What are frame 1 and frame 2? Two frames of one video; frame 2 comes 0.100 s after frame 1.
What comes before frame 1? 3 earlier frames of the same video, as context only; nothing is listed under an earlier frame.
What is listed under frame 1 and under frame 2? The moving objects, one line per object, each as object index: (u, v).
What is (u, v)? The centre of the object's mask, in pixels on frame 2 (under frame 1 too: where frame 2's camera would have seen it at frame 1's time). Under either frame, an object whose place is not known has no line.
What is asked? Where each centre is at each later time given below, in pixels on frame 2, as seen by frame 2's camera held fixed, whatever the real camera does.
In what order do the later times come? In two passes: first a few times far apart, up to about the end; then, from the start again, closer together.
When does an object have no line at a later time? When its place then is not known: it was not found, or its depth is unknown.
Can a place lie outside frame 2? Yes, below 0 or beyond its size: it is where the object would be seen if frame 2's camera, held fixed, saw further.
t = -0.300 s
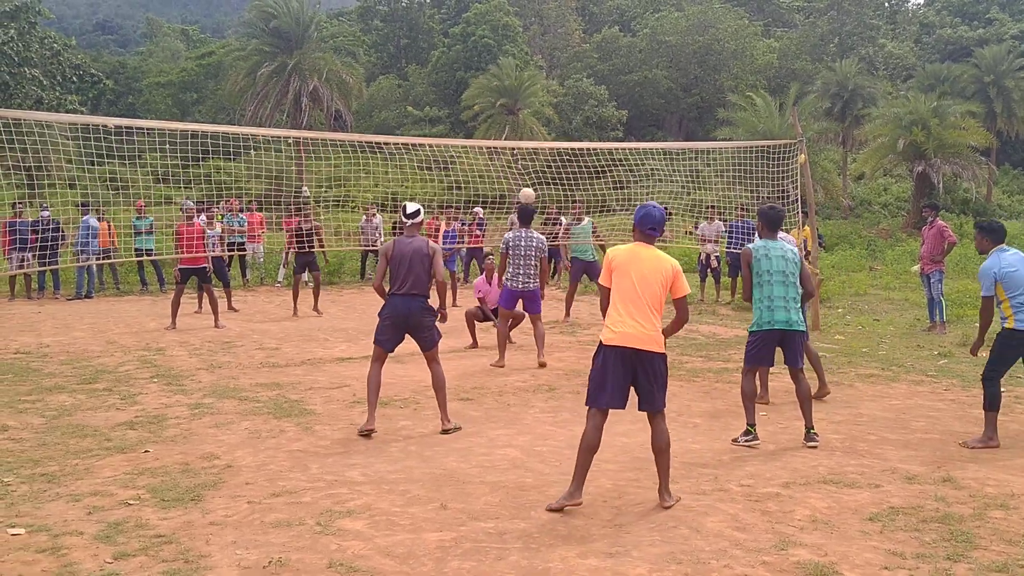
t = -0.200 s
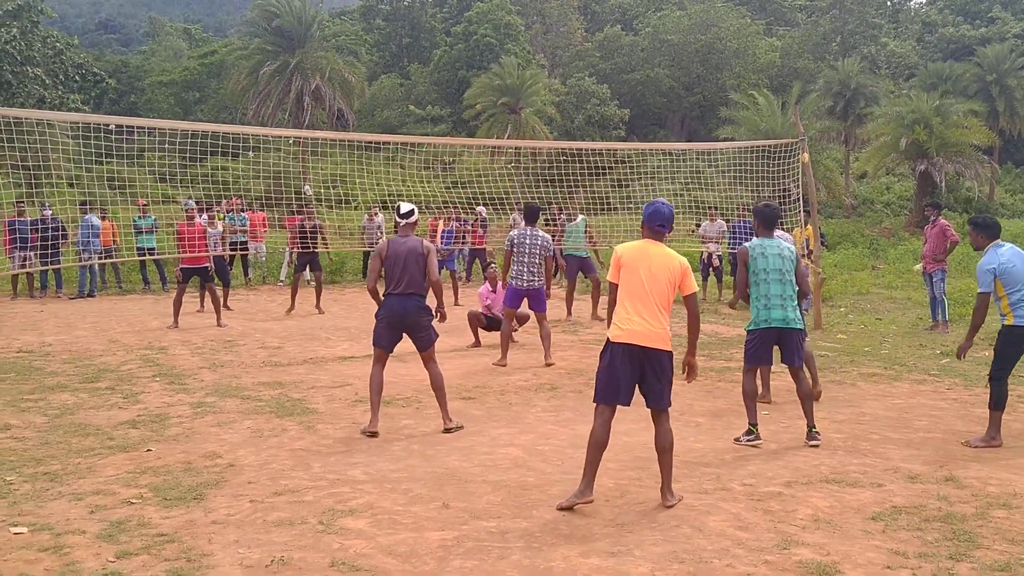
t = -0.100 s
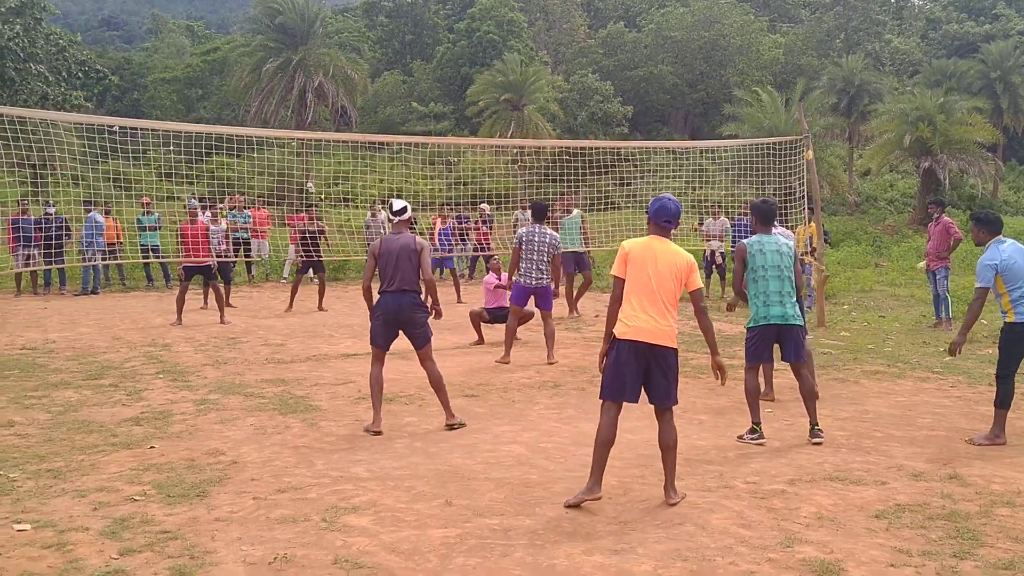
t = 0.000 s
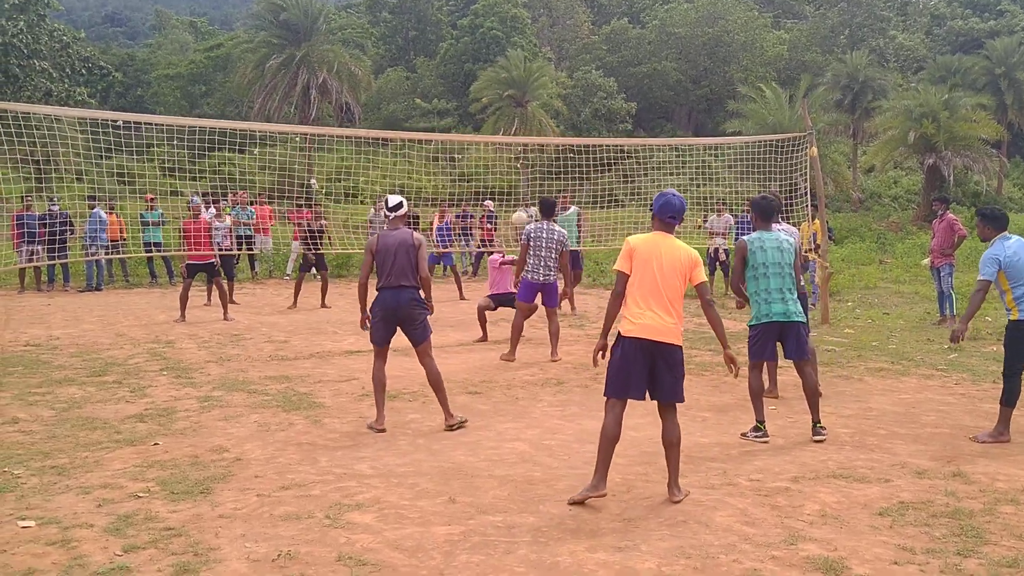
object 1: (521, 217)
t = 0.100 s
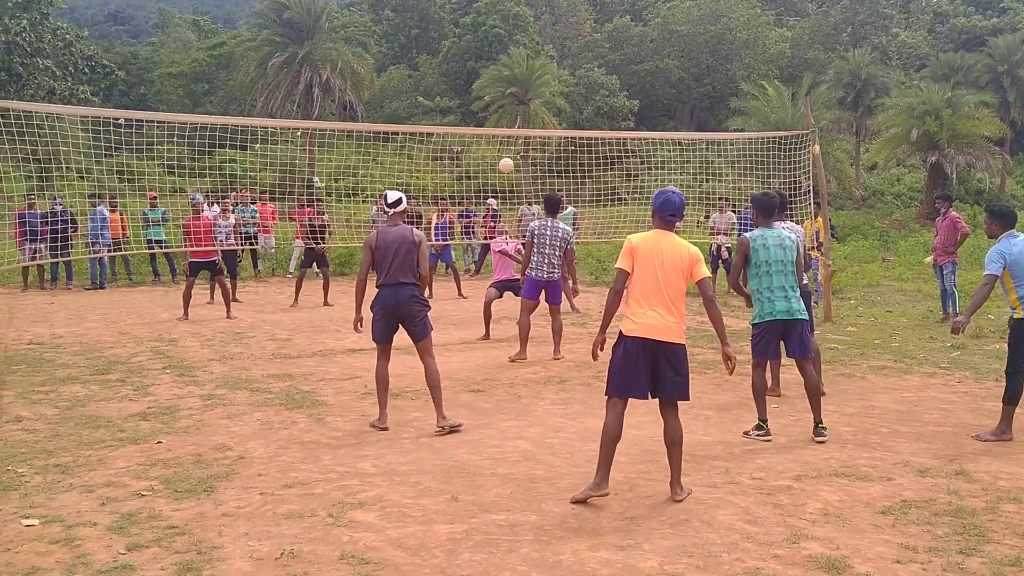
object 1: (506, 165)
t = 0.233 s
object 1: (486, 112)
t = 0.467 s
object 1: (453, 58)
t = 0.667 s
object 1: (427, 47)
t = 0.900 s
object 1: (399, 70)
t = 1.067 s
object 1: (382, 107)
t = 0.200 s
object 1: (491, 123)
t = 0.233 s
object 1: (486, 112)
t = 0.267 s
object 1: (481, 101)
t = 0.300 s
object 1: (476, 92)
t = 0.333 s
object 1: (472, 83)
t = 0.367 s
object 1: (467, 75)
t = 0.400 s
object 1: (462, 69)
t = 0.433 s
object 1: (458, 63)
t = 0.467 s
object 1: (453, 58)
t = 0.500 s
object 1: (449, 54)
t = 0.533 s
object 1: (444, 51)
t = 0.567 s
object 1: (440, 48)
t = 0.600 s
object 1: (435, 47)
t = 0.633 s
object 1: (431, 47)
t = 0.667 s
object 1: (427, 47)
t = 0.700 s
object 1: (423, 47)
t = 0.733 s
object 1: (419, 49)
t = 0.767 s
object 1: (415, 52)
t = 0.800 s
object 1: (410, 56)
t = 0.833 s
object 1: (407, 60)
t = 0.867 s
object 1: (403, 65)
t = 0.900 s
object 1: (399, 70)
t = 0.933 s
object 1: (395, 76)
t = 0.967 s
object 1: (391, 83)
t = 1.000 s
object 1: (388, 91)
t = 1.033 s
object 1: (385, 99)
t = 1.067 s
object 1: (382, 107)
